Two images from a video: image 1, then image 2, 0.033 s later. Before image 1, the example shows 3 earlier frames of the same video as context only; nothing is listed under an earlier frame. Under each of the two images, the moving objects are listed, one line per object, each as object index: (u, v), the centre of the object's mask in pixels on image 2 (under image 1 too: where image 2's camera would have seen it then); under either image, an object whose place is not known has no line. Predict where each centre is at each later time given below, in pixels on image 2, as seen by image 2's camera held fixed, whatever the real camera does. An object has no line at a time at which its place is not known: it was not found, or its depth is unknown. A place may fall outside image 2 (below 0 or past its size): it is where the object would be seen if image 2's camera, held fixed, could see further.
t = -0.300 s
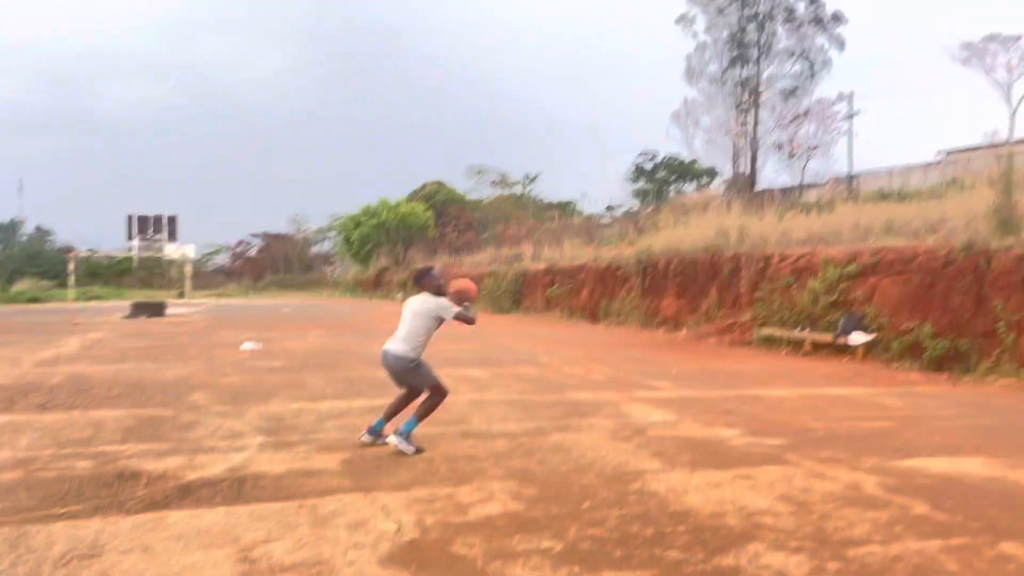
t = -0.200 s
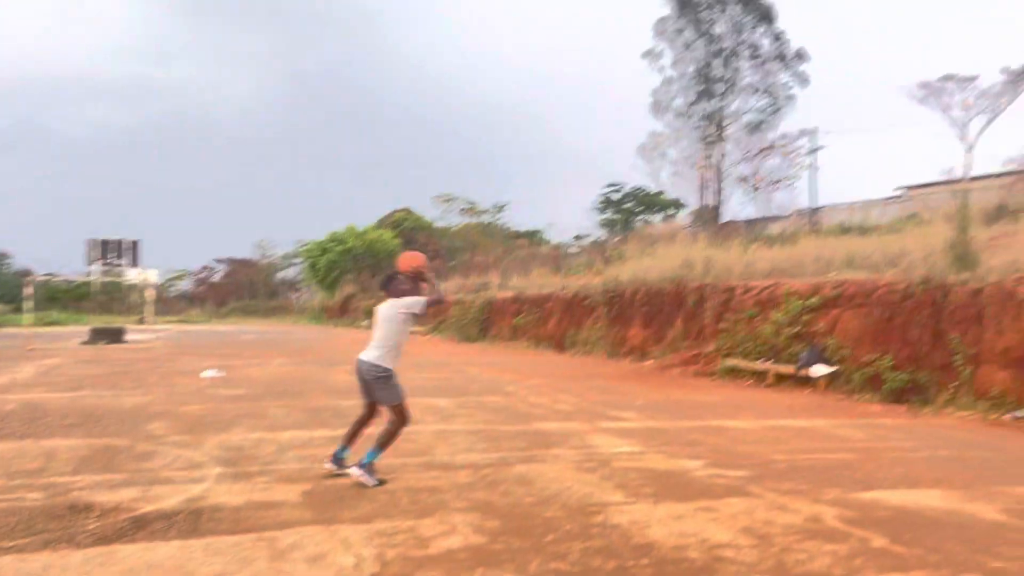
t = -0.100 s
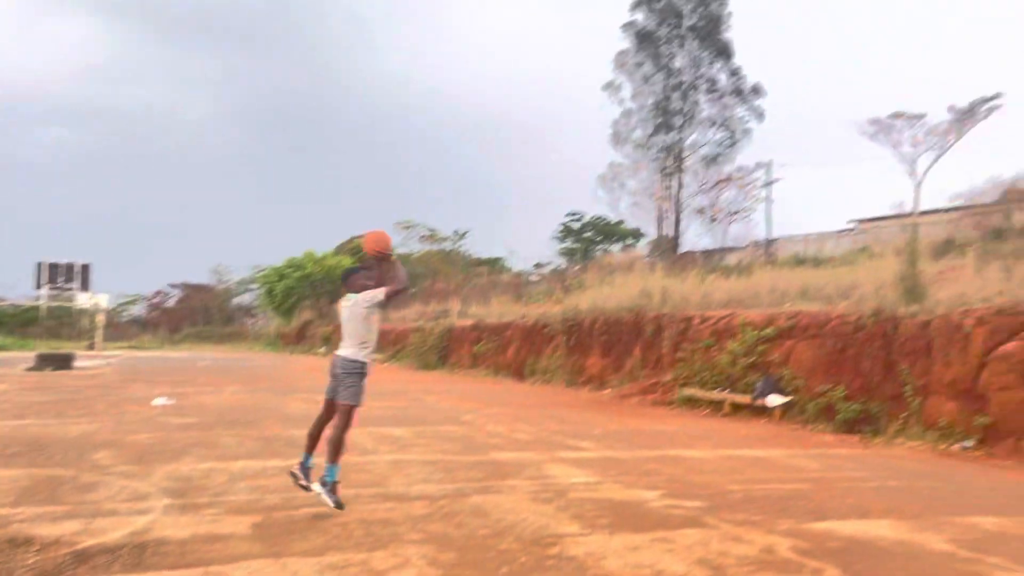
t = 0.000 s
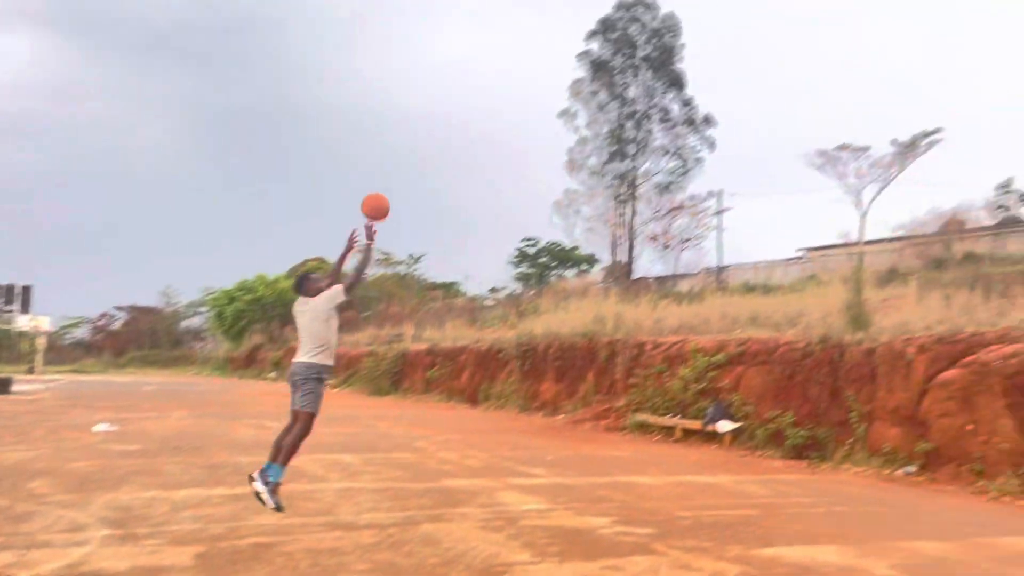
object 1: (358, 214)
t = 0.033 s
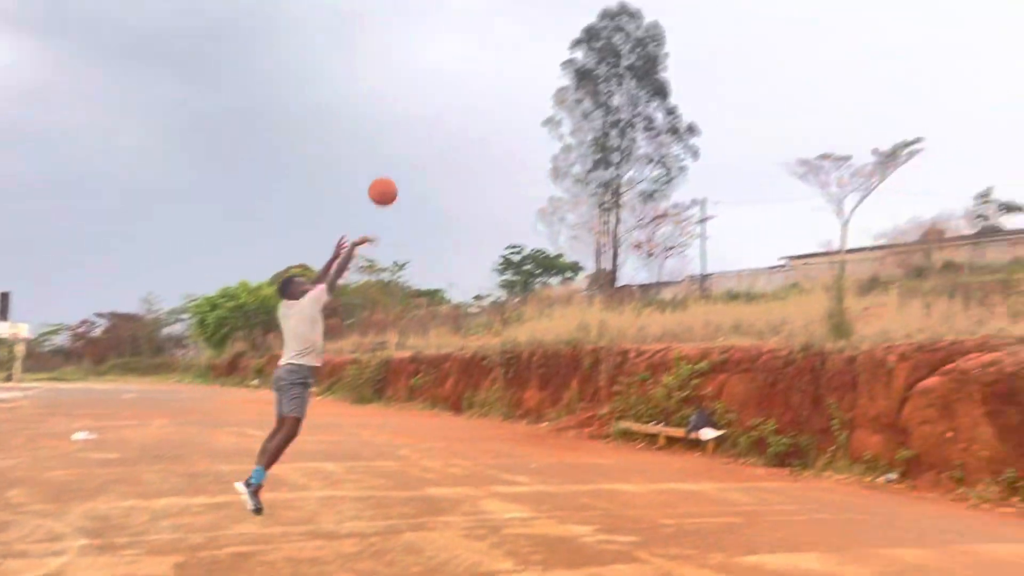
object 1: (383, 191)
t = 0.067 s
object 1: (406, 170)
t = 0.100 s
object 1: (429, 151)
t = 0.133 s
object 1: (452, 133)
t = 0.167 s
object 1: (474, 117)
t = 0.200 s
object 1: (495, 102)
